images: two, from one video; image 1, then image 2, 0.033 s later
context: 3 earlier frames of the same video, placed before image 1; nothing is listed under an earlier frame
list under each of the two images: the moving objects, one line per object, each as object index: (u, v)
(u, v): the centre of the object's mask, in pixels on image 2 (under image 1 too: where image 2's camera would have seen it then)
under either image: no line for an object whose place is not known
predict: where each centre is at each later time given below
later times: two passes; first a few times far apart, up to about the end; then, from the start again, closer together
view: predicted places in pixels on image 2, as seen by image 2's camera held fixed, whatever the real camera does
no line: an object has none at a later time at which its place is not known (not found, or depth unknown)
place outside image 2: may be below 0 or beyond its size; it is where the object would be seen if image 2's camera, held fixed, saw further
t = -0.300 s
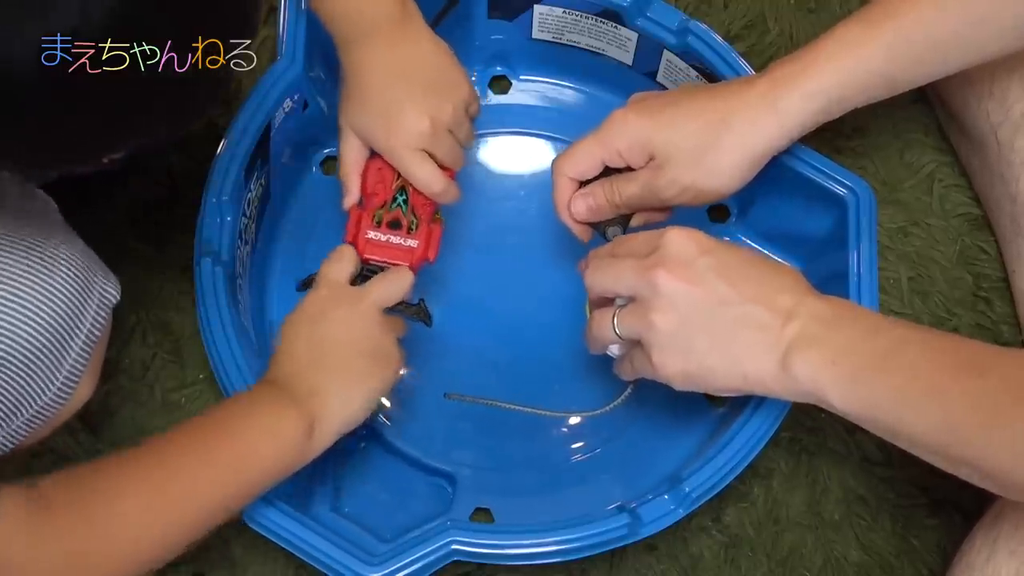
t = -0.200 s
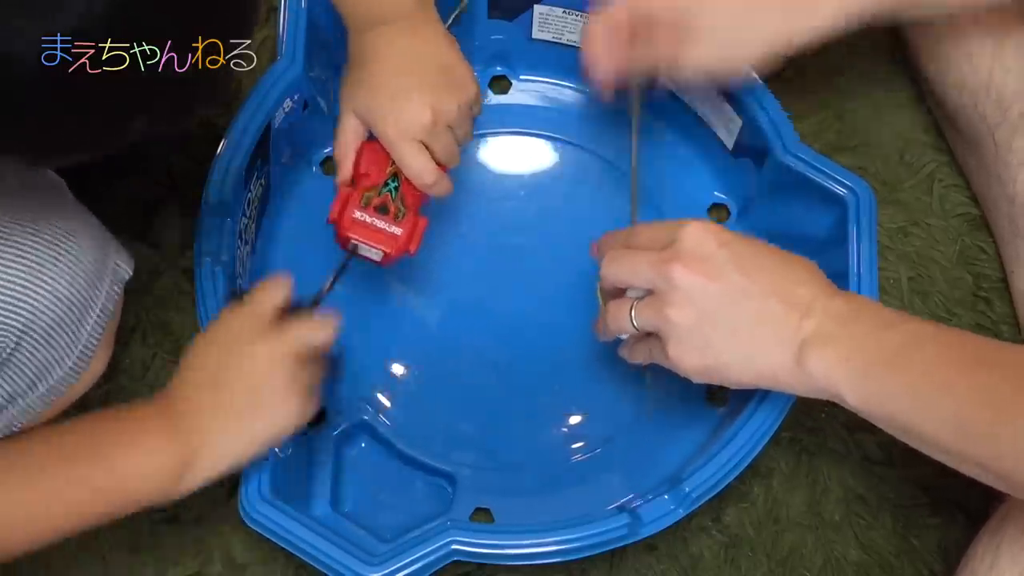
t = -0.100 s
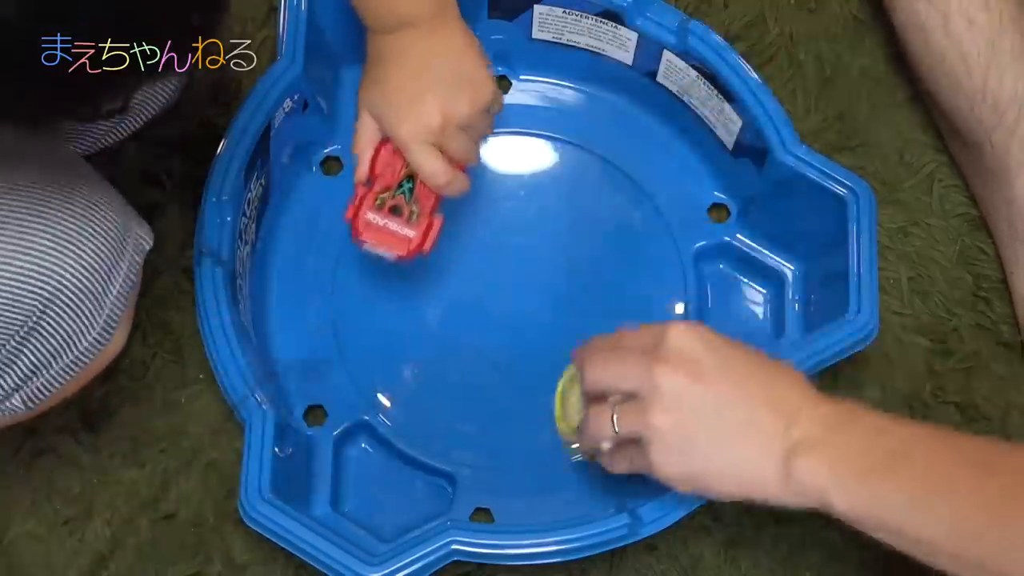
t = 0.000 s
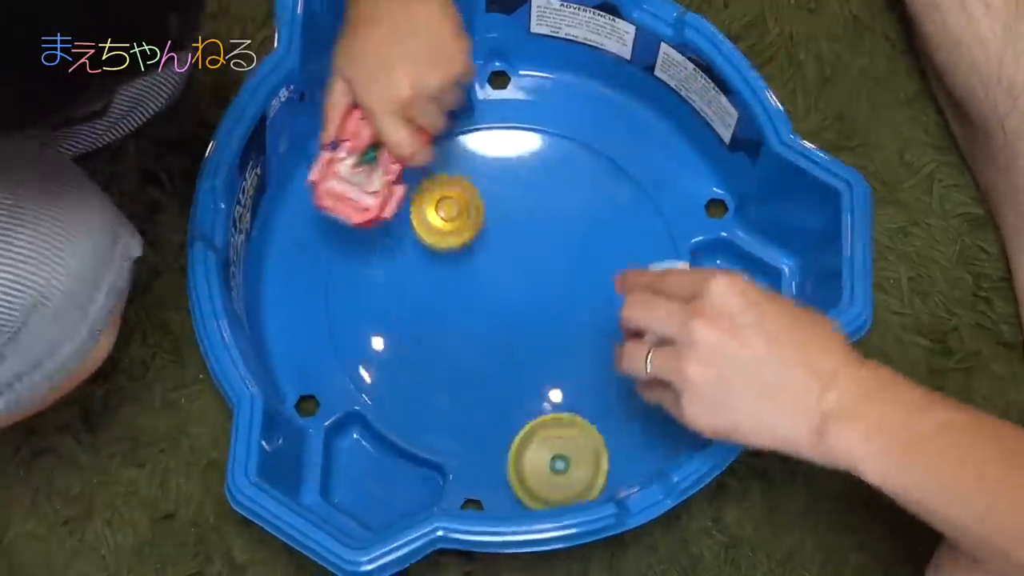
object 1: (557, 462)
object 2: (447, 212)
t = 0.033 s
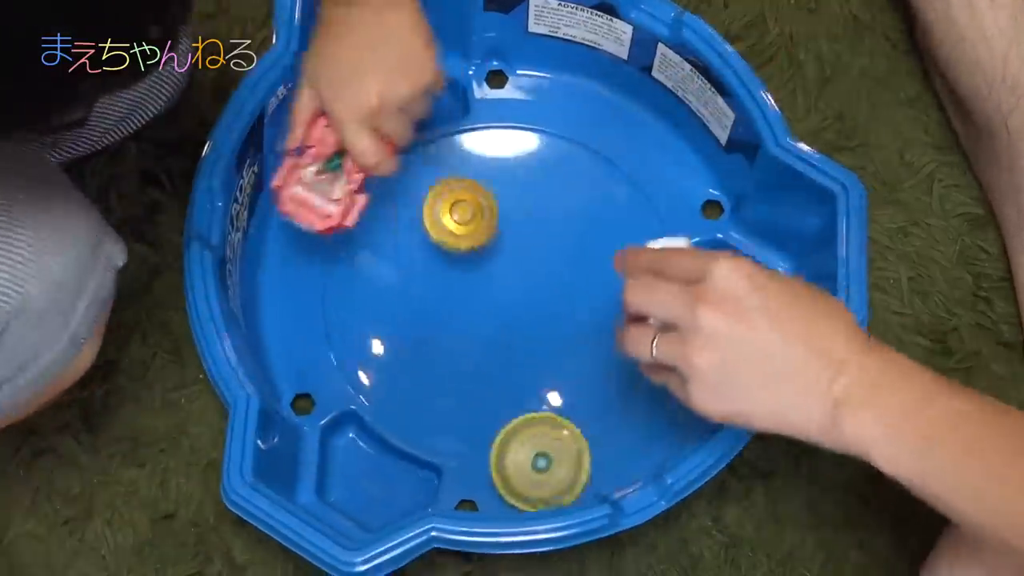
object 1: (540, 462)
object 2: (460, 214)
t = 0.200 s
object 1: (471, 367)
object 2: (533, 272)
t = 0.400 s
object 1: (449, 211)
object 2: (590, 246)
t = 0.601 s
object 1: (472, 172)
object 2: (581, 201)
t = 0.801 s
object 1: (416, 219)
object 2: (620, 202)
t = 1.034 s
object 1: (411, 302)
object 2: (622, 248)
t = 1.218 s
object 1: (493, 358)
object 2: (575, 272)
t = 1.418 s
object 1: (499, 428)
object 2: (636, 217)
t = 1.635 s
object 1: (573, 376)
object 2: (520, 250)
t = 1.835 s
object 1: (577, 283)
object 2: (460, 350)
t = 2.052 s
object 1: (511, 229)
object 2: (516, 429)
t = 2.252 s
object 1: (468, 254)
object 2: (613, 395)
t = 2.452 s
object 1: (467, 297)
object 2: (593, 251)
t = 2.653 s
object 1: (480, 318)
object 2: (424, 191)
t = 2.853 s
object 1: (490, 317)
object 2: (340, 314)
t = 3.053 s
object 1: (490, 310)
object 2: (462, 434)
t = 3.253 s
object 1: (483, 304)
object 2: (597, 327)
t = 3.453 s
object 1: (476, 294)
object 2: (555, 149)
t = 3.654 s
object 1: (471, 285)
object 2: (403, 189)
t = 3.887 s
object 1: (466, 281)
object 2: (395, 340)
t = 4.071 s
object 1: (469, 276)
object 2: (538, 355)
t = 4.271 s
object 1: (479, 275)
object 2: (632, 242)
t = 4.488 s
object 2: (544, 140)
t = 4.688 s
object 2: (404, 225)
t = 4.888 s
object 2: (432, 372)
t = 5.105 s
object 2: (564, 421)
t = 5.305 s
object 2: (631, 306)
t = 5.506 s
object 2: (526, 198)
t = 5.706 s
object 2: (390, 215)
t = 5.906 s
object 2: (344, 320)
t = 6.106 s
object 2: (473, 392)
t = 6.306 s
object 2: (621, 368)
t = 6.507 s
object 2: (649, 296)
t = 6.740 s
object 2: (537, 222)
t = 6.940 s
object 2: (576, 225)
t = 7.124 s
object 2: (563, 250)
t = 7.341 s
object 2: (562, 304)
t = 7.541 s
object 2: (579, 309)
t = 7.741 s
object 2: (571, 314)
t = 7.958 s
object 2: (547, 345)
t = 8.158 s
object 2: (556, 365)
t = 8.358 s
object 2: (522, 334)
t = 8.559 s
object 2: (488, 345)
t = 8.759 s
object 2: (477, 344)
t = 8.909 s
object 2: (472, 339)
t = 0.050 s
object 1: (531, 460)
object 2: (469, 219)
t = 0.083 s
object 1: (513, 450)
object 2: (485, 232)
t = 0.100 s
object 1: (506, 438)
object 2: (492, 241)
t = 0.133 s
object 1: (492, 418)
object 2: (505, 261)
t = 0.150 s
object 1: (486, 410)
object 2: (513, 270)
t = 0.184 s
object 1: (475, 383)
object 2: (527, 270)
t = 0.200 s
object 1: (471, 367)
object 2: (533, 272)
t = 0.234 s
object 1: (462, 341)
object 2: (544, 273)
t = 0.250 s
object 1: (458, 329)
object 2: (551, 271)
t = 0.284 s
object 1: (453, 300)
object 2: (563, 267)
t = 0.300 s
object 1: (451, 285)
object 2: (569, 265)
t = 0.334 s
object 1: (448, 258)
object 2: (577, 261)
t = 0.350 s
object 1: (448, 245)
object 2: (581, 258)
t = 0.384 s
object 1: (448, 222)
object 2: (587, 251)
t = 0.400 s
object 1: (449, 211)
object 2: (590, 246)
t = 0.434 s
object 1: (451, 194)
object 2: (595, 239)
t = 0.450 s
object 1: (452, 186)
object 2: (596, 236)
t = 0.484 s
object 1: (456, 175)
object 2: (595, 229)
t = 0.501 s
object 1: (459, 172)
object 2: (593, 225)
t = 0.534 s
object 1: (463, 168)
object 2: (590, 216)
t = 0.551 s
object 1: (466, 168)
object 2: (588, 212)
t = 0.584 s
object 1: (470, 170)
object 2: (584, 204)
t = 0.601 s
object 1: (472, 172)
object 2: (581, 201)
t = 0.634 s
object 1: (475, 179)
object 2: (573, 195)
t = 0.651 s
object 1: (477, 183)
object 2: (567, 192)
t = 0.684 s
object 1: (478, 191)
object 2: (560, 190)
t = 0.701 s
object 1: (473, 195)
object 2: (562, 190)
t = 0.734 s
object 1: (452, 201)
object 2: (584, 193)
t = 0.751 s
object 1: (441, 205)
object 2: (594, 196)
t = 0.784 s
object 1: (424, 215)
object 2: (612, 199)
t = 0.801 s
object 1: (416, 219)
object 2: (620, 202)
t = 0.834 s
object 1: (404, 231)
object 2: (633, 207)
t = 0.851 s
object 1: (399, 237)
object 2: (637, 209)
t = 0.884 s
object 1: (393, 250)
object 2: (643, 215)
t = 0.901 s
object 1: (391, 256)
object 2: (645, 218)
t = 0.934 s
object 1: (390, 268)
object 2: (644, 225)
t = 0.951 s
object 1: (391, 274)
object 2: (642, 229)
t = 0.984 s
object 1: (396, 286)
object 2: (636, 236)
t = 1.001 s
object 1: (400, 291)
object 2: (632, 240)
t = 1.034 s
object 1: (411, 302)
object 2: (622, 248)
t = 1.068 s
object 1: (426, 312)
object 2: (610, 255)
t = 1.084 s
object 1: (434, 317)
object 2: (603, 260)
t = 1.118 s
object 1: (454, 325)
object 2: (589, 267)
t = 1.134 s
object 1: (465, 329)
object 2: (582, 272)
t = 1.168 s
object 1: (486, 335)
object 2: (567, 280)
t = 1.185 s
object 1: (497, 337)
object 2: (561, 283)
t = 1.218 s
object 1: (493, 358)
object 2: (575, 272)
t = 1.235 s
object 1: (490, 368)
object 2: (585, 264)
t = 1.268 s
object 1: (487, 387)
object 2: (603, 251)
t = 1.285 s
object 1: (486, 395)
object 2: (611, 245)
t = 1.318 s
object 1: (486, 408)
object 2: (627, 235)
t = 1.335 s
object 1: (486, 414)
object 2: (633, 230)
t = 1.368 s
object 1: (490, 422)
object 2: (644, 222)
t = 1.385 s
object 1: (493, 425)
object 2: (646, 219)
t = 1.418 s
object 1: (499, 428)
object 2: (636, 217)
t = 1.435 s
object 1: (503, 429)
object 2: (629, 216)
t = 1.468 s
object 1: (513, 427)
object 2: (614, 215)
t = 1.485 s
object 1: (519, 425)
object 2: (605, 215)
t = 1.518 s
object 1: (530, 418)
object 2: (586, 218)
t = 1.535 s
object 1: (536, 413)
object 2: (576, 220)
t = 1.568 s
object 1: (549, 403)
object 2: (556, 227)
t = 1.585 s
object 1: (556, 396)
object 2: (546, 232)
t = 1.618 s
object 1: (568, 383)
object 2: (528, 243)
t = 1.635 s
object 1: (573, 376)
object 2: (520, 250)
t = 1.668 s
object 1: (580, 361)
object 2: (505, 264)
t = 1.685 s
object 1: (583, 353)
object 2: (498, 271)
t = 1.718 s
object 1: (587, 338)
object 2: (486, 286)
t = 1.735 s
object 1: (587, 330)
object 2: (480, 294)
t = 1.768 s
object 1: (586, 314)
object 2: (470, 312)
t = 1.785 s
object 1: (585, 306)
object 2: (465, 321)
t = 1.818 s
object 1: (580, 291)
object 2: (460, 340)
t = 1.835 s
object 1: (577, 283)
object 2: (460, 350)
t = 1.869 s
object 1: (569, 270)
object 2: (461, 367)
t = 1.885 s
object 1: (565, 264)
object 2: (464, 374)
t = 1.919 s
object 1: (555, 253)
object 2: (469, 387)
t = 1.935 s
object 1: (551, 248)
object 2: (472, 394)
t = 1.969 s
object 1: (539, 240)
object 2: (480, 407)
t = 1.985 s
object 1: (534, 236)
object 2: (485, 413)
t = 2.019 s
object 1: (523, 231)
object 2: (500, 423)
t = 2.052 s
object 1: (511, 229)
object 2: (516, 429)
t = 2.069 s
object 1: (506, 228)
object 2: (524, 430)
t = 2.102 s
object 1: (497, 229)
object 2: (540, 432)
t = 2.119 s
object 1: (492, 231)
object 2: (547, 432)
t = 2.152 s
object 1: (484, 234)
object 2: (566, 430)
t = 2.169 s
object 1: (481, 237)
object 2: (576, 426)
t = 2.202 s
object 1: (475, 243)
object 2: (593, 414)
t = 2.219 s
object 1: (472, 247)
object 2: (600, 409)
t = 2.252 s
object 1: (468, 254)
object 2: (613, 395)
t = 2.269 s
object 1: (467, 258)
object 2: (620, 386)
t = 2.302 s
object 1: (465, 266)
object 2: (631, 362)
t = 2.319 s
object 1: (465, 270)
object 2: (632, 349)
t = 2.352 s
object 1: (464, 277)
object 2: (630, 325)
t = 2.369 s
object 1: (465, 281)
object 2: (629, 313)
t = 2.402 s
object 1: (465, 288)
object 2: (621, 285)
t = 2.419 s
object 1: (465, 291)
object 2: (613, 272)
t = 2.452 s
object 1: (467, 297)
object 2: (593, 251)
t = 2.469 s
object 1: (468, 300)
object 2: (584, 241)
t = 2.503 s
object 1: (470, 305)
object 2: (562, 220)
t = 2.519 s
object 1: (471, 307)
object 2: (547, 211)
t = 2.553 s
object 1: (473, 311)
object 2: (516, 201)
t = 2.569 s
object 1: (474, 313)
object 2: (503, 197)
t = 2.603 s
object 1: (476, 316)
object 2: (473, 189)
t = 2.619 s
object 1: (477, 316)
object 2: (457, 187)
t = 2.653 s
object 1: (480, 318)
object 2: (424, 191)
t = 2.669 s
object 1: (481, 318)
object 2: (411, 195)
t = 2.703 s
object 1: (483, 319)
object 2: (386, 202)
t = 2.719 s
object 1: (484, 319)
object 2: (371, 208)
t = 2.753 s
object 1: (485, 318)
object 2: (345, 228)
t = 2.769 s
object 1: (486, 318)
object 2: (336, 238)
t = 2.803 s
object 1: (488, 318)
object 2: (334, 264)
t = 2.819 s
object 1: (489, 318)
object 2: (335, 280)
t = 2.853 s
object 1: (490, 317)
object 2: (340, 314)
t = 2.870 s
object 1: (490, 317)
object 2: (345, 329)
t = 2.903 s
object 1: (490, 316)
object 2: (358, 356)
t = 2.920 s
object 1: (491, 315)
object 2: (363, 369)
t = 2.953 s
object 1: (491, 314)
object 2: (380, 395)
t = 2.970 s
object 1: (491, 314)
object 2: (392, 407)
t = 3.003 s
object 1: (491, 312)
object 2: (417, 422)
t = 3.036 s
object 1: (490, 311)
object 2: (445, 432)
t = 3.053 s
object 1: (490, 310)
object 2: (462, 434)
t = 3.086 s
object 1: (490, 309)
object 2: (492, 430)
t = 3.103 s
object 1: (489, 309)
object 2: (504, 427)
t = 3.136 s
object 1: (488, 308)
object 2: (535, 414)
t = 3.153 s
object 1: (487, 308)
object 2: (548, 404)
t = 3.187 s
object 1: (486, 307)
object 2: (568, 382)
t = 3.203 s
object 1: (485, 306)
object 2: (578, 371)
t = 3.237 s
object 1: (484, 305)
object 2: (593, 340)
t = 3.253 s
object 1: (483, 304)
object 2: (597, 327)
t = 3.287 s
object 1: (482, 303)
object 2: (607, 296)
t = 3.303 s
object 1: (481, 302)
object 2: (606, 278)
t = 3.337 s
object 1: (479, 300)
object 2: (604, 249)
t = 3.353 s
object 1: (479, 299)
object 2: (603, 234)
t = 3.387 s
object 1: (477, 297)
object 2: (589, 201)
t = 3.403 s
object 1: (477, 296)
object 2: (582, 190)
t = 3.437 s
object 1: (477, 295)
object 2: (567, 162)
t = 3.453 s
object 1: (476, 294)
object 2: (555, 149)
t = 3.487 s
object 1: (475, 293)
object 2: (533, 133)
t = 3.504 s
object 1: (475, 292)
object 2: (520, 124)
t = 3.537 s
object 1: (474, 291)
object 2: (490, 132)
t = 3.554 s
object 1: (473, 290)
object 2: (477, 141)
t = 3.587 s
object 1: (472, 288)
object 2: (450, 154)
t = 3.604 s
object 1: (472, 288)
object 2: (436, 164)
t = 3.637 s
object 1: (471, 286)
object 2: (414, 182)
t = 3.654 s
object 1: (471, 285)
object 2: (403, 189)
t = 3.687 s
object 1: (470, 284)
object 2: (381, 208)
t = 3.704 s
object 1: (470, 283)
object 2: (375, 218)
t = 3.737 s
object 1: (470, 283)
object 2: (359, 236)
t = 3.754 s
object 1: (469, 283)
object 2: (355, 250)
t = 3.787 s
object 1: (468, 283)
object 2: (356, 273)
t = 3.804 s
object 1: (468, 282)
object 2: (356, 284)
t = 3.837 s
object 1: (467, 282)
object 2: (369, 310)
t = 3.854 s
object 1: (467, 282)
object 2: (377, 320)
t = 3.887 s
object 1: (466, 281)
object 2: (395, 340)
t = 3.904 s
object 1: (466, 281)
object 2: (409, 348)
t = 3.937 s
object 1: (466, 279)
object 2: (432, 357)
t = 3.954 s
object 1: (466, 279)
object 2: (446, 362)
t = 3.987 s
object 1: (466, 278)
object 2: (475, 365)
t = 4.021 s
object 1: (467, 277)
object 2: (501, 367)
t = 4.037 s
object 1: (468, 276)
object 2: (517, 364)
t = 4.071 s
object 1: (469, 276)
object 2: (538, 355)
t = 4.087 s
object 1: (470, 276)
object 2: (553, 352)
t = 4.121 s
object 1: (471, 276)
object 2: (574, 333)
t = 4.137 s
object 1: (472, 276)
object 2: (584, 328)
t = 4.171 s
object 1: (473, 276)
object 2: (604, 305)
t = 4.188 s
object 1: (474, 276)
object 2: (609, 296)
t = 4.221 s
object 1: (476, 276)
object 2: (623, 273)
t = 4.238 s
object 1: (477, 275)
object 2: (624, 261)
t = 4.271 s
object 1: (479, 275)
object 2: (632, 242)
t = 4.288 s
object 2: (630, 228)
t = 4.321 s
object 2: (629, 211)
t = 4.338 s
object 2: (627, 197)
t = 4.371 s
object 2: (615, 182)
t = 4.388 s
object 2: (611, 172)
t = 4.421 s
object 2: (589, 158)
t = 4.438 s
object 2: (583, 151)
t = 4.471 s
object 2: (553, 141)
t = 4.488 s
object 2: (544, 140)
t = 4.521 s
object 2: (510, 138)
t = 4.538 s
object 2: (496, 144)
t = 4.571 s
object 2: (470, 150)
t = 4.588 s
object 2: (455, 161)
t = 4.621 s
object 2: (437, 178)
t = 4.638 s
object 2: (424, 189)
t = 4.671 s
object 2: (413, 214)
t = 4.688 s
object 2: (404, 225)
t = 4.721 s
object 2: (398, 255)
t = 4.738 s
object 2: (396, 266)
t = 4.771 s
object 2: (395, 296)
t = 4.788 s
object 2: (398, 306)
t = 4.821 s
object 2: (403, 332)
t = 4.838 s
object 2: (410, 342)
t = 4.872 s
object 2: (420, 363)
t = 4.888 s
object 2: (432, 372)
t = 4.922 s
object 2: (446, 388)
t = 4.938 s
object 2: (459, 397)
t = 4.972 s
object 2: (476, 407)
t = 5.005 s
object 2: (499, 417)
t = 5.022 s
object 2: (508, 420)
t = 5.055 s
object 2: (532, 424)
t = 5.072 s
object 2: (541, 423)
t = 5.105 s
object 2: (564, 421)
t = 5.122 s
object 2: (573, 415)
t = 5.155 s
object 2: (594, 405)
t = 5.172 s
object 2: (602, 395)
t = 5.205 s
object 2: (618, 378)
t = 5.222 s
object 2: (622, 365)
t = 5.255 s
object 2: (631, 343)
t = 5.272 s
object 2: (630, 328)
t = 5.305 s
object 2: (631, 306)
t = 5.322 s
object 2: (625, 291)
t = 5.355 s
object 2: (618, 269)
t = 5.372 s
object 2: (607, 256)
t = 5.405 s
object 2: (594, 237)
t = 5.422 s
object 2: (580, 227)
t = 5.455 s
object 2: (562, 212)
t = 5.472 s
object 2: (546, 205)
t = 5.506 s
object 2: (526, 198)
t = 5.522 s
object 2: (510, 194)
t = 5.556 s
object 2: (488, 191)
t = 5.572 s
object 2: (472, 190)
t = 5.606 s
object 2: (453, 191)
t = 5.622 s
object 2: (437, 194)
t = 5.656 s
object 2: (420, 200)
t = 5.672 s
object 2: (405, 205)
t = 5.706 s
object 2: (390, 215)
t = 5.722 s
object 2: (377, 222)
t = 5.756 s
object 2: (365, 234)
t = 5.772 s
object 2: (355, 243)
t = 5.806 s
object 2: (347, 259)
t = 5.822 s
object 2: (340, 270)
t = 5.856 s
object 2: (340, 288)
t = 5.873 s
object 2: (338, 300)
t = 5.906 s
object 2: (344, 320)
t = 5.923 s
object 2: (348, 333)
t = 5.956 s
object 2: (363, 353)
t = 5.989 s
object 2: (386, 372)
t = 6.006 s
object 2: (394, 377)
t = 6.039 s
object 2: (423, 389)
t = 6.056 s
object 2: (432, 391)
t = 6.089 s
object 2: (462, 392)
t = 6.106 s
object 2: (473, 392)
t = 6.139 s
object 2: (500, 384)
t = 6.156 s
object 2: (511, 381)
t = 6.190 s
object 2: (535, 366)
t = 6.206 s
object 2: (546, 361)
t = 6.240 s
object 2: (572, 366)
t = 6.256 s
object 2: (589, 367)
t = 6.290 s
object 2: (613, 371)
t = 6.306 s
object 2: (621, 368)
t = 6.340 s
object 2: (641, 362)
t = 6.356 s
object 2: (645, 362)
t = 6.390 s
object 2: (655, 350)
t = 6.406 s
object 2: (662, 342)
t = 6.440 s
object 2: (662, 328)
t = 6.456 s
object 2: (658, 317)
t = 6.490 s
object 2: (654, 300)
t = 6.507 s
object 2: (649, 296)
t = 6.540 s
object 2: (638, 278)
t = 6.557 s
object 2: (637, 268)
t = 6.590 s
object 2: (625, 254)
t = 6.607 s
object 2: (612, 246)
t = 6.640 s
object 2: (596, 234)
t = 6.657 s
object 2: (588, 232)
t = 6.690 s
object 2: (566, 226)
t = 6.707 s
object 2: (557, 221)
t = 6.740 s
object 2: (537, 222)
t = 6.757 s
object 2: (535, 223)
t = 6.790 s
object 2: (543, 224)
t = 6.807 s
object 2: (552, 221)
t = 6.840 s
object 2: (560, 222)
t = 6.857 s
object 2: (560, 225)
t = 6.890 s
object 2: (566, 227)
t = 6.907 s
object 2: (572, 225)
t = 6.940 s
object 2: (576, 225)
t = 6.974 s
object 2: (577, 227)
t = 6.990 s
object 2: (576, 232)
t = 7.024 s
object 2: (575, 235)
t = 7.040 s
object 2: (574, 233)
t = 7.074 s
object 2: (570, 237)
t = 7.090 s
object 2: (568, 244)
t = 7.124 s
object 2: (563, 250)
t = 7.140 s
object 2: (557, 250)
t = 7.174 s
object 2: (552, 259)
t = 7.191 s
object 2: (552, 265)
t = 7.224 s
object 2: (546, 275)
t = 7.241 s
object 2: (539, 279)
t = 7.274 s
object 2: (546, 288)
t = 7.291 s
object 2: (554, 292)
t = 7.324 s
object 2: (561, 298)
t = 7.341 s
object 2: (562, 304)
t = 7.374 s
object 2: (569, 309)
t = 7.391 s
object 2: (571, 307)
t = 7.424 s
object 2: (574, 311)
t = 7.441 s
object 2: (579, 314)
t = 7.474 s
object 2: (581, 313)
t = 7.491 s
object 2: (577, 313)
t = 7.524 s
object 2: (578, 312)
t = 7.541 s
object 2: (579, 309)
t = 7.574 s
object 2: (573, 306)
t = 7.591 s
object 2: (570, 307)
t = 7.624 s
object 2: (574, 309)
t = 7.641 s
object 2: (571, 311)
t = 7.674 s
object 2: (573, 314)
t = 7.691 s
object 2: (574, 311)
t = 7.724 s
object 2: (569, 312)
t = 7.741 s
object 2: (571, 314)
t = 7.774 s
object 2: (566, 314)
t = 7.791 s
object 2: (560, 317)
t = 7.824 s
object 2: (555, 316)
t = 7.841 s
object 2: (549, 314)
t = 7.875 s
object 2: (541, 316)
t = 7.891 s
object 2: (544, 320)
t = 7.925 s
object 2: (547, 332)
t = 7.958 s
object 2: (547, 345)
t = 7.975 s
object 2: (552, 351)
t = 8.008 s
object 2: (555, 357)
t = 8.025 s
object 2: (554, 363)
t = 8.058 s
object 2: (558, 367)
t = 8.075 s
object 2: (556, 368)
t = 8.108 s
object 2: (559, 369)
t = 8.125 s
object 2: (558, 366)
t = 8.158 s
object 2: (556, 365)
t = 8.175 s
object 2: (559, 361)
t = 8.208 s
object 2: (552, 354)
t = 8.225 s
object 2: (553, 354)
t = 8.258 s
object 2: (547, 345)
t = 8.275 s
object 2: (541, 344)
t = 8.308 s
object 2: (534, 336)
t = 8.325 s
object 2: (525, 332)
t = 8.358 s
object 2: (522, 334)
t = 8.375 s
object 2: (516, 333)
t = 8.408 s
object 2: (509, 336)
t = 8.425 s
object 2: (507, 334)
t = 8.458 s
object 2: (498, 337)
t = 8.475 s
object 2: (499, 338)
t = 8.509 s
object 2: (491, 341)
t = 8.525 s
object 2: (492, 345)
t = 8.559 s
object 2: (488, 345)
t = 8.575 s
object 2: (485, 347)
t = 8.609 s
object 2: (485, 347)
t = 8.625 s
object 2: (481, 348)
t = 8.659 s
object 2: (482, 347)
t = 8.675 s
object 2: (478, 346)
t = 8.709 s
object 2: (479, 345)
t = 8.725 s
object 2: (476, 344)
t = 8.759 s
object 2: (477, 344)
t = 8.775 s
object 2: (476, 342)
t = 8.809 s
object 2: (474, 345)
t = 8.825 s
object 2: (475, 342)
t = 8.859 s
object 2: (472, 343)
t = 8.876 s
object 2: (476, 340)
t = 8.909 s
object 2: (472, 339)
